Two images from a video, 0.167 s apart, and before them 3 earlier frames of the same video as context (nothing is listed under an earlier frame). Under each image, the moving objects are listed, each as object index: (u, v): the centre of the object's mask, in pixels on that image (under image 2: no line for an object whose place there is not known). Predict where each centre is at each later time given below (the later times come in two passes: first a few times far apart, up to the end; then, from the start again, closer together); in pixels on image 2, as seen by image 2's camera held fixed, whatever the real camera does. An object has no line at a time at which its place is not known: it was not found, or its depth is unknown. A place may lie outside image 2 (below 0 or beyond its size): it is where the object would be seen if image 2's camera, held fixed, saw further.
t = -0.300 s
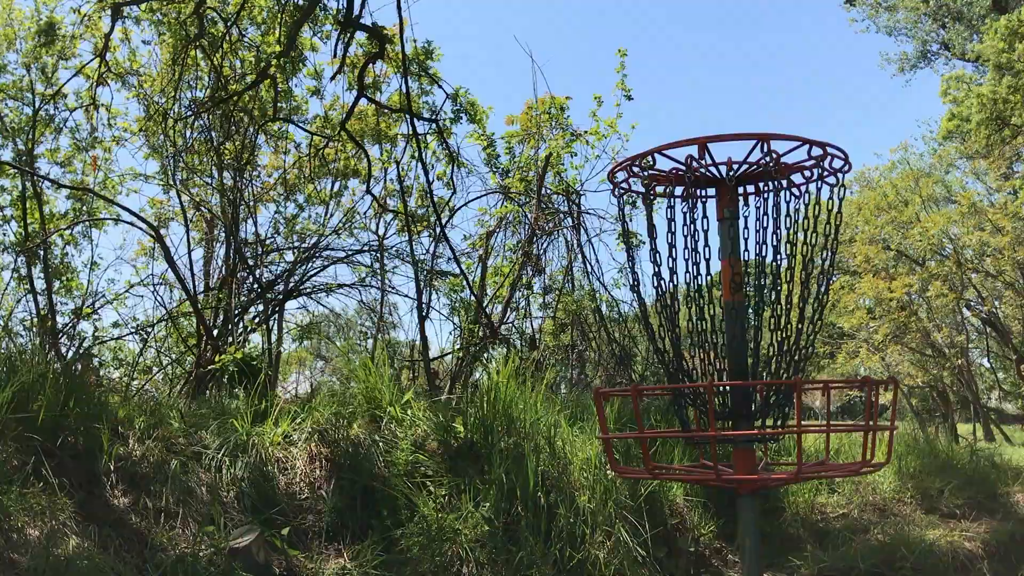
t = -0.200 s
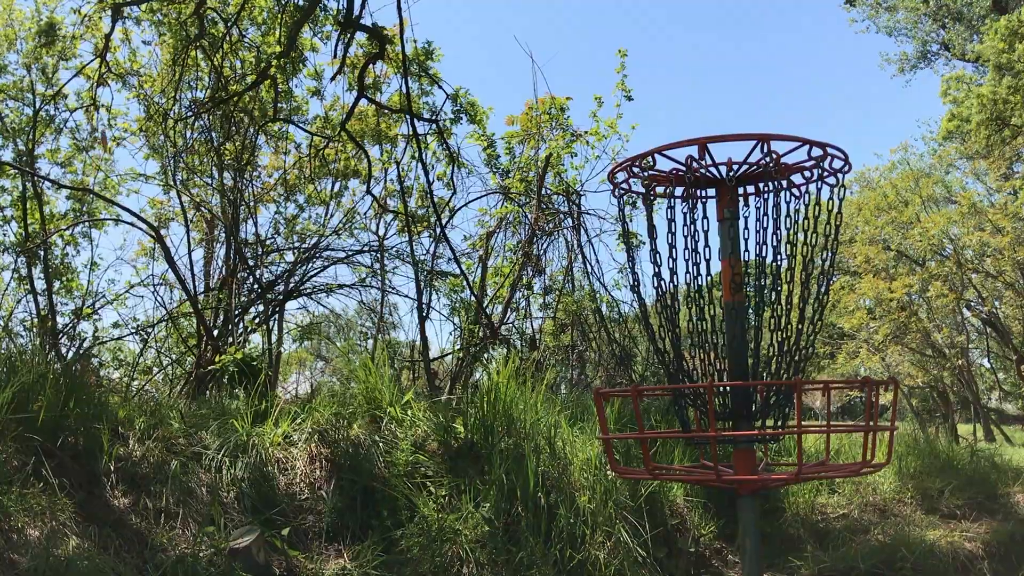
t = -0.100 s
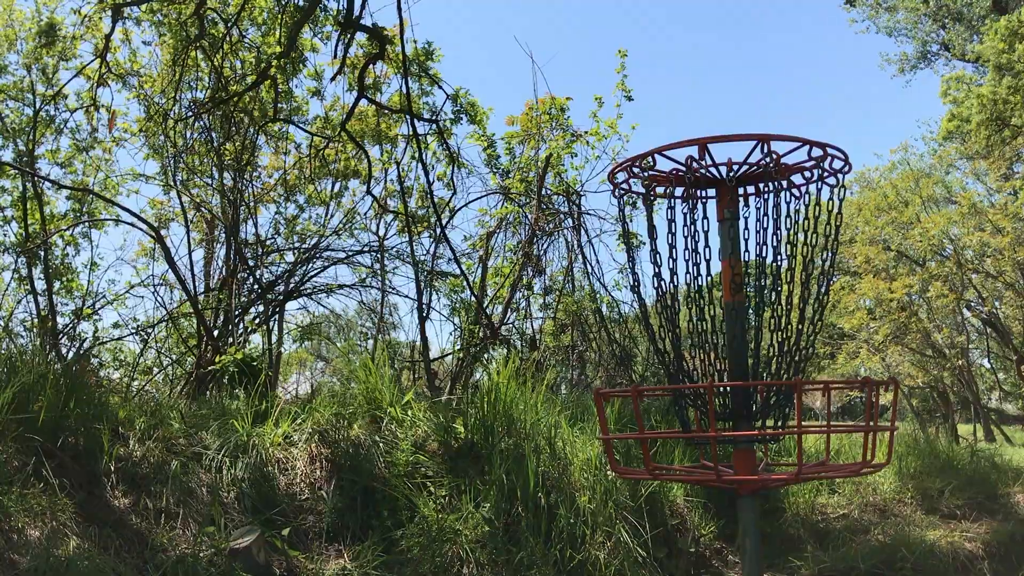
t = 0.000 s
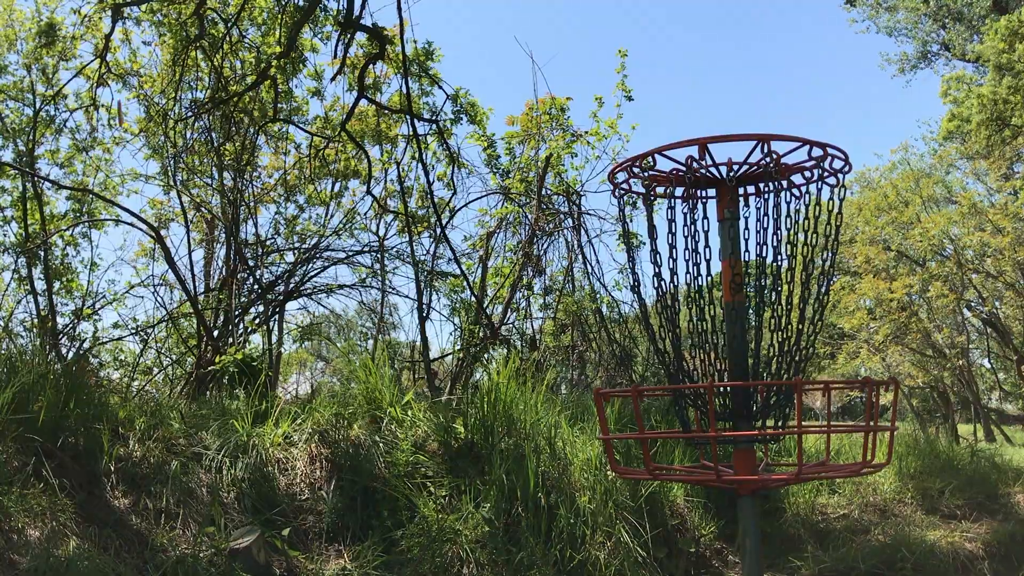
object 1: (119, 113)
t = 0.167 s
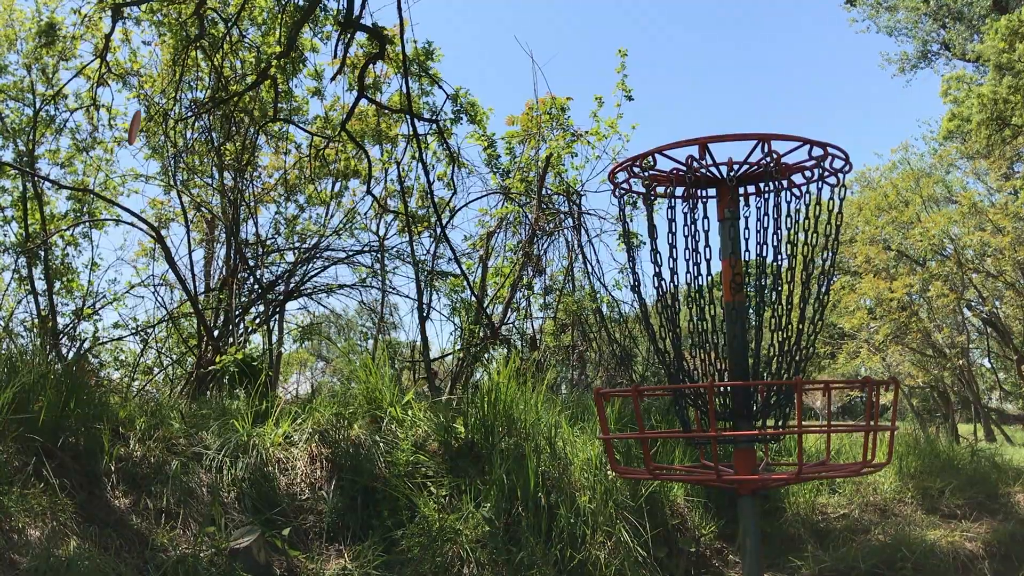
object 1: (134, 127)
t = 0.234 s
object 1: (141, 151)
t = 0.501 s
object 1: (170, 522)
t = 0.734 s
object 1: (604, 458)
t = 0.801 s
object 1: (893, 398)
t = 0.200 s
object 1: (138, 137)
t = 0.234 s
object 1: (141, 151)
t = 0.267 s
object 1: (144, 168)
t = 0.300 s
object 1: (148, 189)
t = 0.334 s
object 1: (152, 217)
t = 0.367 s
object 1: (155, 253)
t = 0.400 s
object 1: (160, 296)
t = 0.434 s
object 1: (163, 352)
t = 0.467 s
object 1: (166, 425)
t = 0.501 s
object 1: (170, 522)
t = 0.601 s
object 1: (282, 564)
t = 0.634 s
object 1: (340, 545)
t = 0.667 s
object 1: (412, 523)
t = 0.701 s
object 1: (499, 491)
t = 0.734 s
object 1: (604, 458)
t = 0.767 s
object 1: (732, 428)
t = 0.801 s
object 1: (893, 398)
